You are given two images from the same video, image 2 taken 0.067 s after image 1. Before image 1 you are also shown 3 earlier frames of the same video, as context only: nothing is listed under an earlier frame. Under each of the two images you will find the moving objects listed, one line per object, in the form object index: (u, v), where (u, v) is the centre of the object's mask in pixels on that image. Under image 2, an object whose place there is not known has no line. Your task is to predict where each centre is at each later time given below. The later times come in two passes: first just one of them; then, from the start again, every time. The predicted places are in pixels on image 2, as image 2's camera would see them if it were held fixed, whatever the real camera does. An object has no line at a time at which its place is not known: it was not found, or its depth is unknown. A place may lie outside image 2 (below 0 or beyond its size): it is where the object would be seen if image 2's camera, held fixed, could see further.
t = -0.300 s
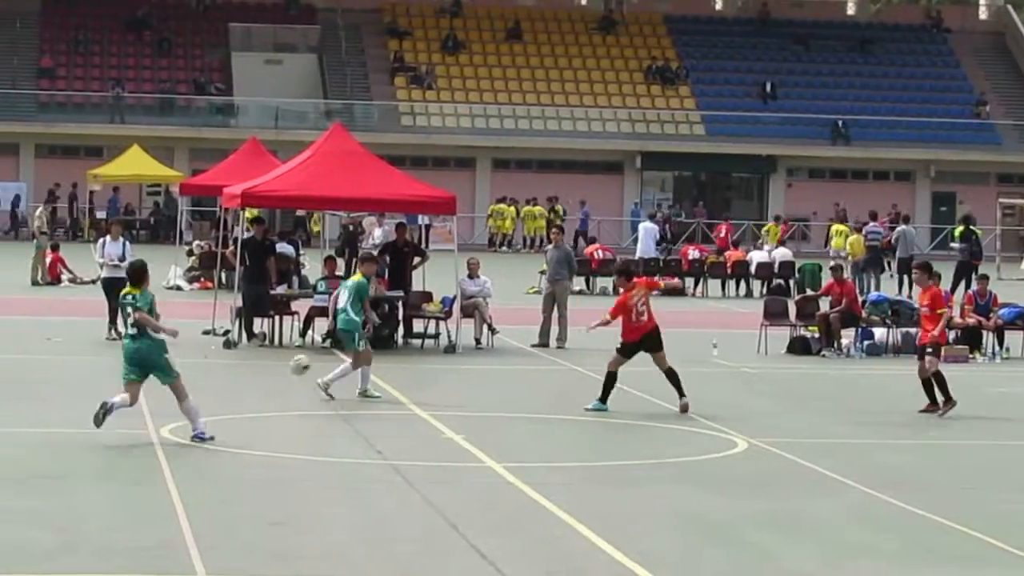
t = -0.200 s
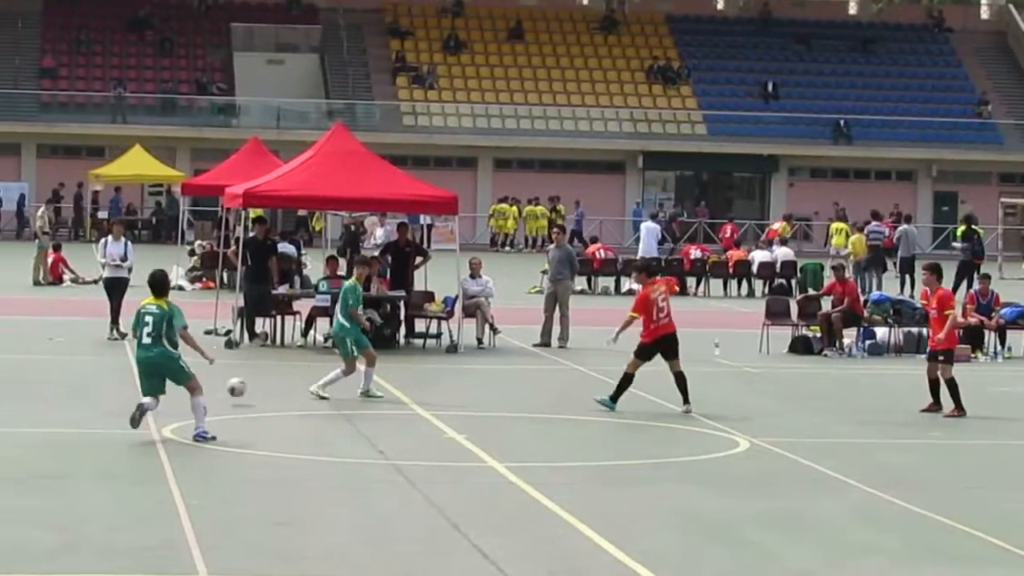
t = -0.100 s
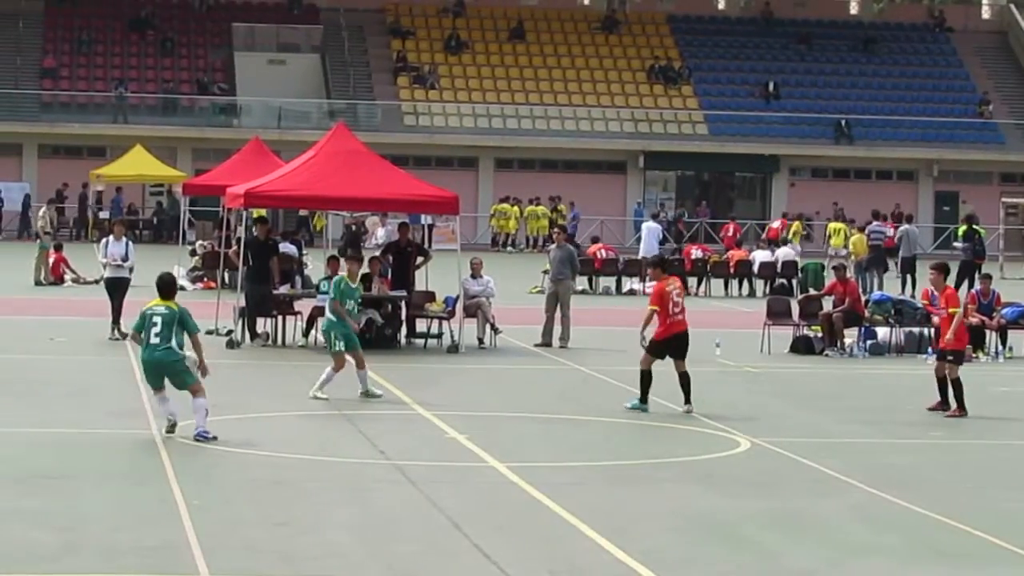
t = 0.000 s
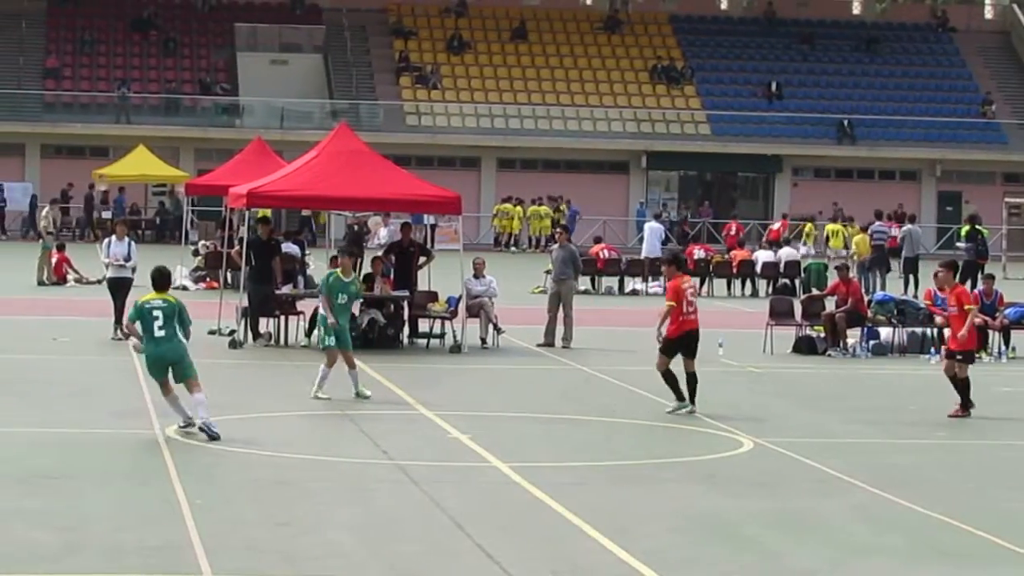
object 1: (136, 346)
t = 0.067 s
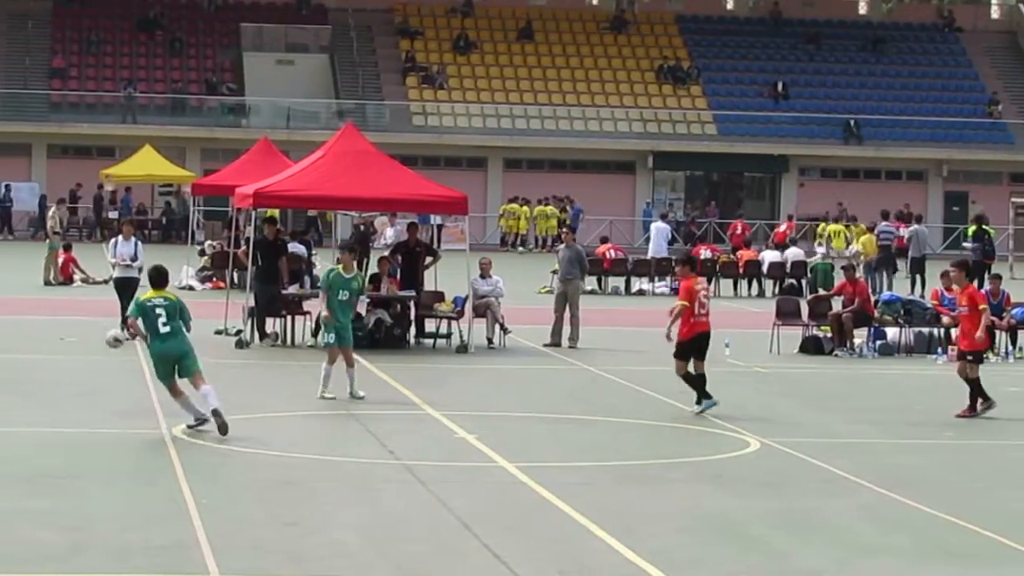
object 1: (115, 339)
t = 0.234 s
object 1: (33, 345)
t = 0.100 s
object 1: (99, 337)
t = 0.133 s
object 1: (82, 337)
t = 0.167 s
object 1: (66, 339)
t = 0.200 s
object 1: (50, 341)
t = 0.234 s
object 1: (33, 345)
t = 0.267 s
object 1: (15, 350)
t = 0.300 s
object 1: (-2, 356)
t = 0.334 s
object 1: (-18, 362)
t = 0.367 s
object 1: (-35, 371)
